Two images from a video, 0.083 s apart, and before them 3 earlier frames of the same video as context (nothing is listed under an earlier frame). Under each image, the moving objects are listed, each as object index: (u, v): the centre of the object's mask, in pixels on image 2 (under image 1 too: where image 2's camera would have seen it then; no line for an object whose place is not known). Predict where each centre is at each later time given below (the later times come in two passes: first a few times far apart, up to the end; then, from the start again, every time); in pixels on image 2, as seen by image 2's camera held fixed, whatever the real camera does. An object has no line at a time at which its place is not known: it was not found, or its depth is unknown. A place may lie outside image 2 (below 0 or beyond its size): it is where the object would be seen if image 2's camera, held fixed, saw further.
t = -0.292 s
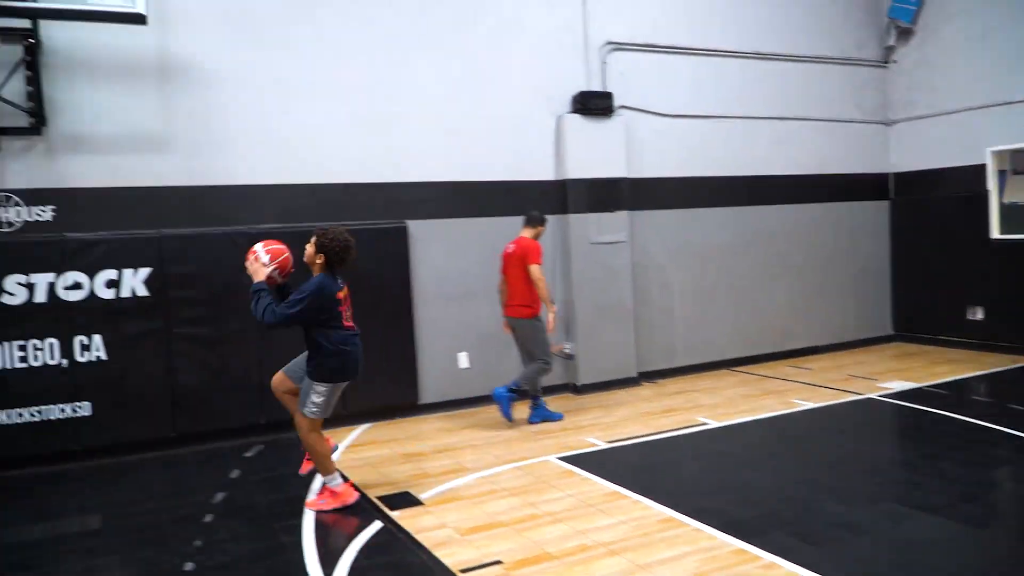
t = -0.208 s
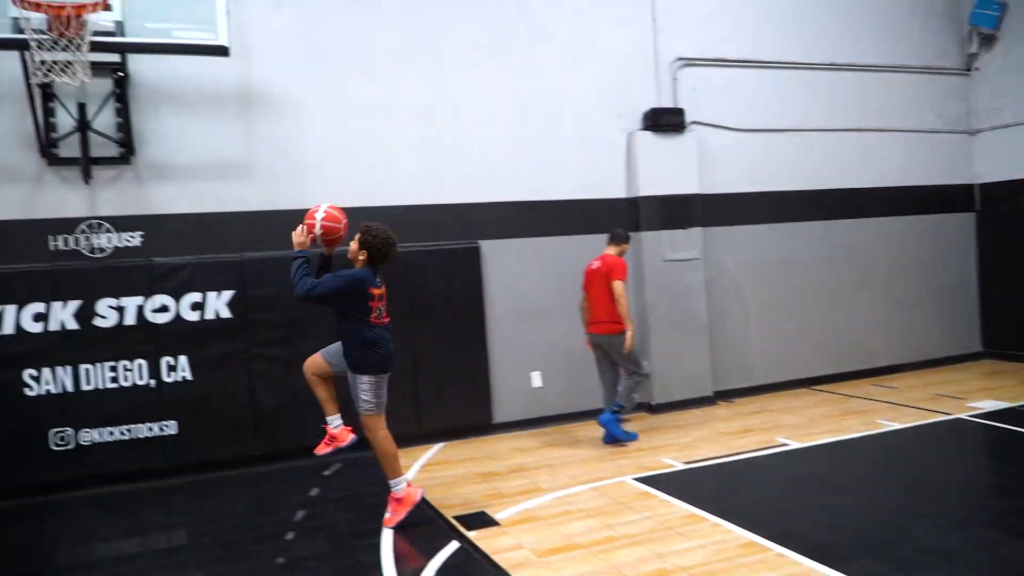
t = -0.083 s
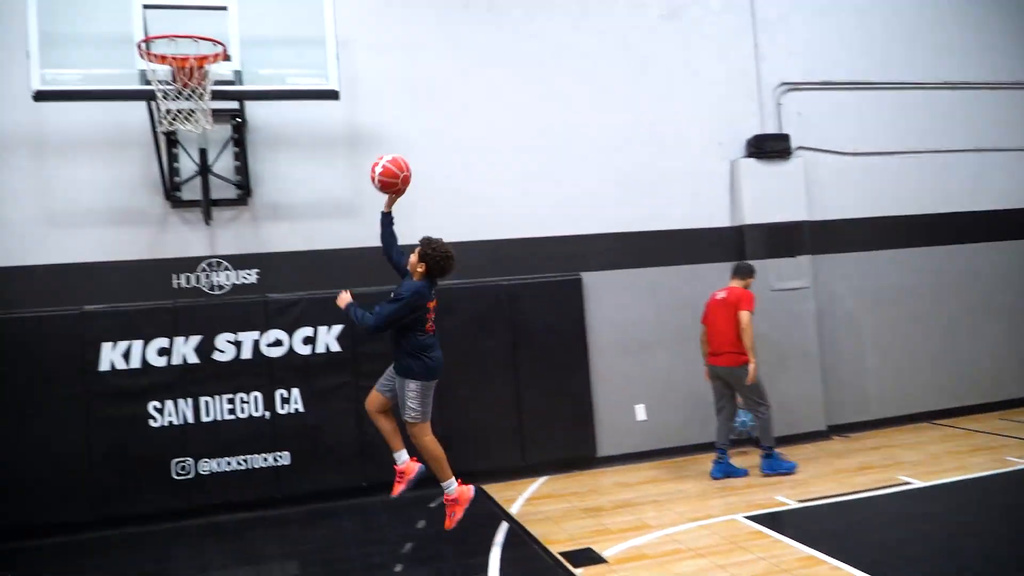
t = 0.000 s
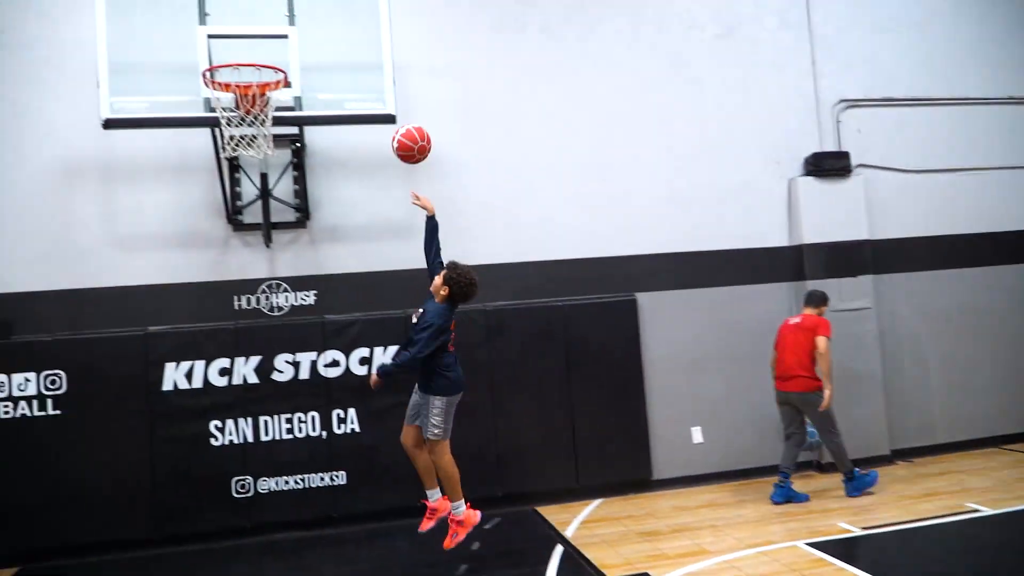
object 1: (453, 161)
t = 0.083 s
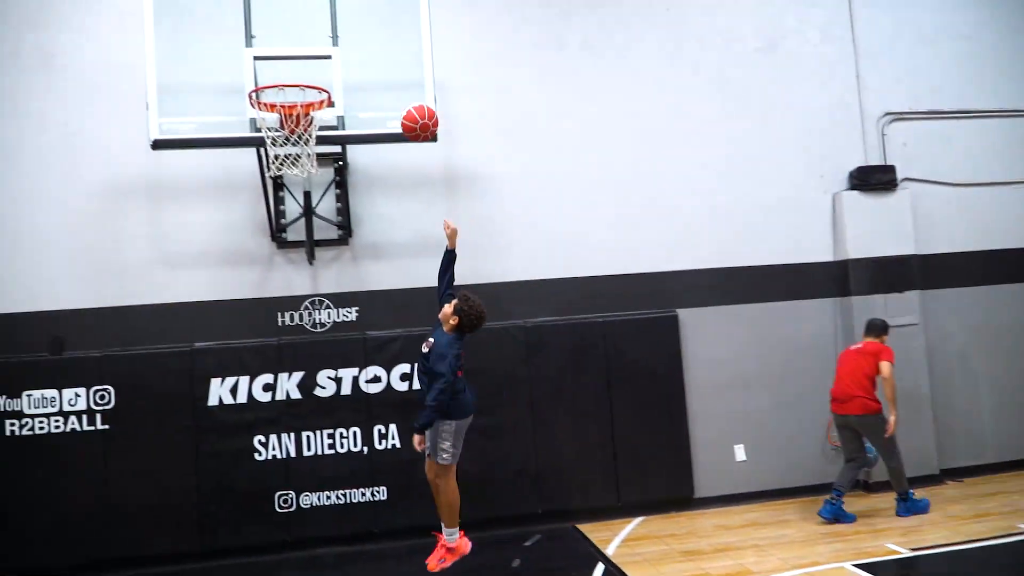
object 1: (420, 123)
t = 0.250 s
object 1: (359, 80)
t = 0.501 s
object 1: (306, 75)
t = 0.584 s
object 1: (287, 96)
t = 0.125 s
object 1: (404, 107)
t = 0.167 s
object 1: (388, 95)
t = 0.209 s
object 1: (373, 86)
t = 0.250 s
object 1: (359, 80)
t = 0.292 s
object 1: (349, 74)
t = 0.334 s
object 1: (340, 70)
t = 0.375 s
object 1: (331, 67)
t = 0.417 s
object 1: (323, 68)
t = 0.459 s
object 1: (314, 69)
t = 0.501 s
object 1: (306, 75)
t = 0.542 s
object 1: (296, 84)
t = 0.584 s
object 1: (287, 96)
